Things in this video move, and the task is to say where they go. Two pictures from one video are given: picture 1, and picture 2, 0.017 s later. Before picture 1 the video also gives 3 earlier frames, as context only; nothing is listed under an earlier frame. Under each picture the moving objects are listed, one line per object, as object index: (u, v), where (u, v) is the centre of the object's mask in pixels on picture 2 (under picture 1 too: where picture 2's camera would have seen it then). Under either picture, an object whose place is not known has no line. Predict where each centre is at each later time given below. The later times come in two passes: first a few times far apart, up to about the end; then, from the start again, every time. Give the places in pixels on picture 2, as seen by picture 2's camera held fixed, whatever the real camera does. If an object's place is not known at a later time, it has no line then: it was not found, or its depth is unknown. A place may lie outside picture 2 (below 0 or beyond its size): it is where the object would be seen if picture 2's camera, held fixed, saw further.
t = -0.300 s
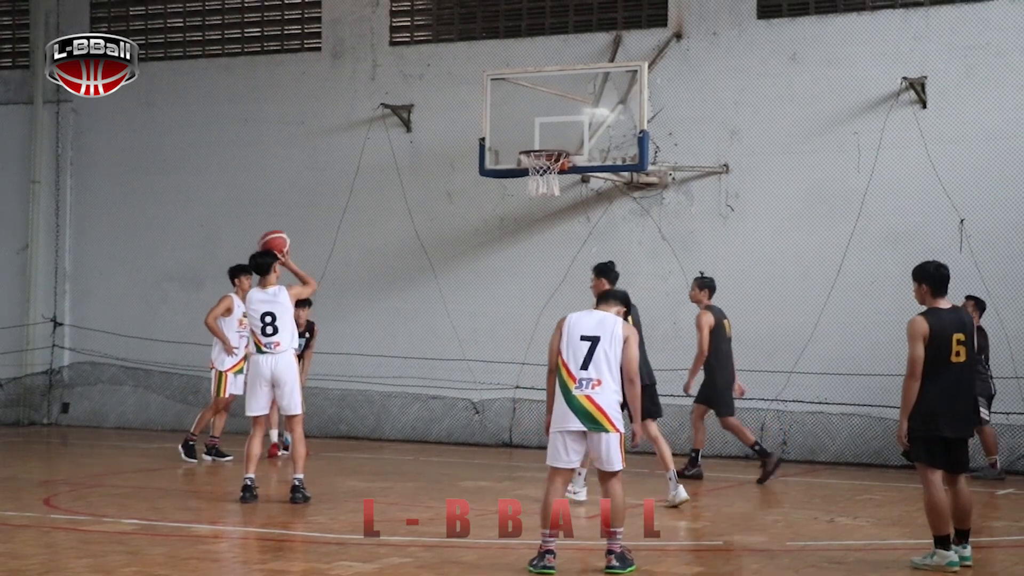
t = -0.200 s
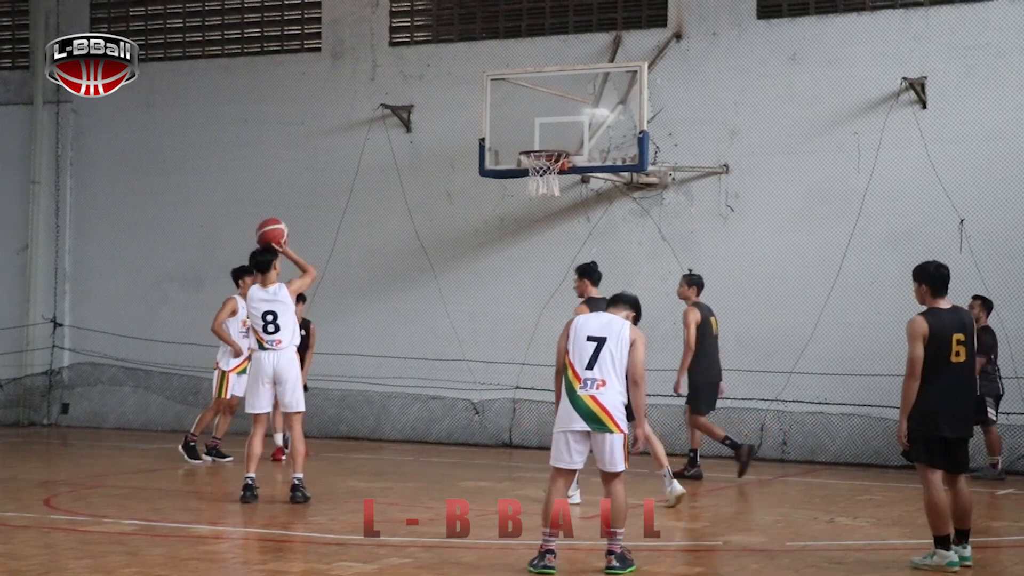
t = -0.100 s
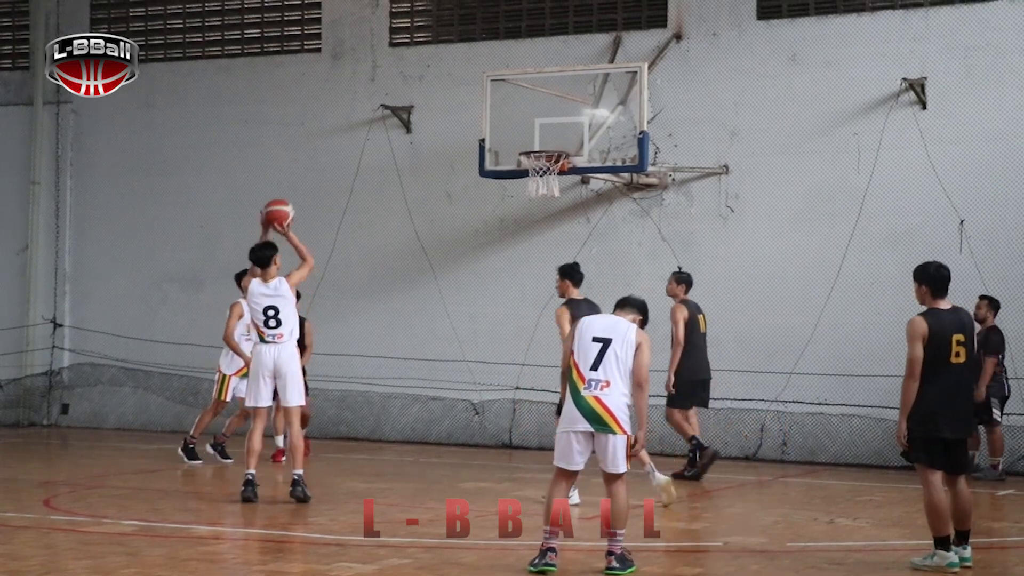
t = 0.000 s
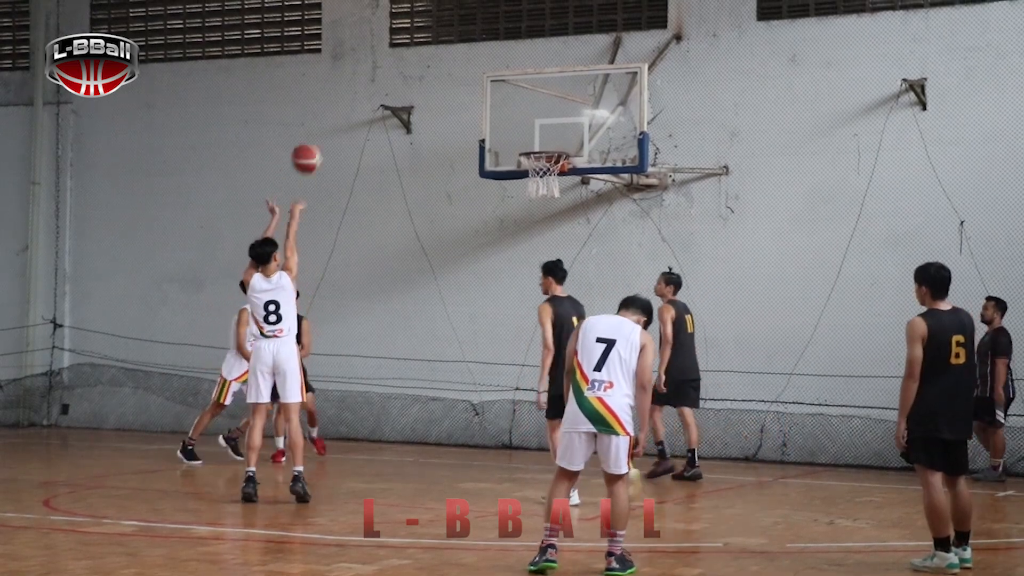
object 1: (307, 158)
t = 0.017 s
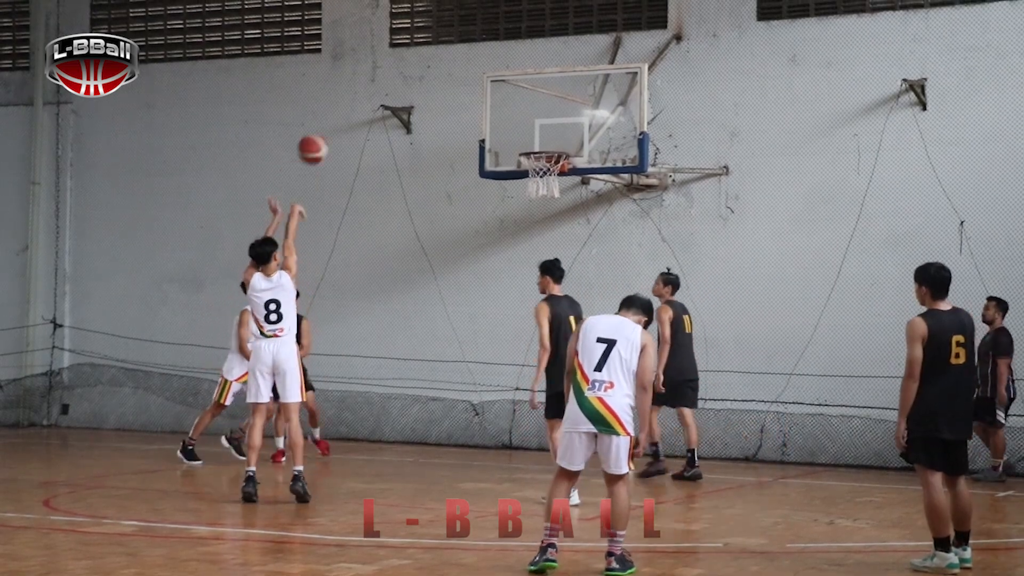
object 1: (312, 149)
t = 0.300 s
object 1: (404, 52)
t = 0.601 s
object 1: (483, 56)
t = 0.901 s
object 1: (549, 145)
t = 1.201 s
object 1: (519, 60)
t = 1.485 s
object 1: (484, 53)
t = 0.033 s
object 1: (319, 140)
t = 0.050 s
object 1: (325, 131)
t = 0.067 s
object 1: (330, 123)
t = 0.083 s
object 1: (336, 116)
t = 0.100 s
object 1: (341, 109)
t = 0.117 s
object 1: (347, 102)
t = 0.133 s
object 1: (352, 96)
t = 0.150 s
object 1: (357, 91)
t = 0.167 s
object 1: (363, 84)
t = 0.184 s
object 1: (369, 79)
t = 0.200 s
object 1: (373, 74)
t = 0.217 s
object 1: (379, 69)
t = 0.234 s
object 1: (384, 66)
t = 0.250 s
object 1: (389, 62)
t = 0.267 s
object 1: (394, 58)
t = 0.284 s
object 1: (399, 55)
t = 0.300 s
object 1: (404, 52)
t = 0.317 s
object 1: (409, 50)
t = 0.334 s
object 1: (413, 48)
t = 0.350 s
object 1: (418, 45)
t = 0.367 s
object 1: (422, 44)
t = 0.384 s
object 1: (427, 43)
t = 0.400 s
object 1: (432, 43)
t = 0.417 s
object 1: (437, 42)
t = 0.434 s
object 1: (441, 41)
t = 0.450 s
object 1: (446, 41)
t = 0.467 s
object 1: (449, 42)
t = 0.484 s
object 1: (454, 43)
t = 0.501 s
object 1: (458, 44)
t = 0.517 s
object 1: (462, 45)
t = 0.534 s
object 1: (467, 46)
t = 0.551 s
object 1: (471, 48)
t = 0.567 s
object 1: (475, 50)
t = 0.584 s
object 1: (479, 53)
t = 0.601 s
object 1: (483, 56)
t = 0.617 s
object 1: (487, 59)
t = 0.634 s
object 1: (491, 62)
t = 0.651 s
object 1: (495, 65)
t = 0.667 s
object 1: (499, 69)
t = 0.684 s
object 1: (503, 73)
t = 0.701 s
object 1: (507, 77)
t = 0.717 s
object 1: (510, 82)
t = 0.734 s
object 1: (514, 87)
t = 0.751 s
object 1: (518, 91)
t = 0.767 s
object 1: (521, 97)
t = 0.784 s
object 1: (525, 102)
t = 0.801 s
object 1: (528, 107)
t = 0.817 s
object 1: (532, 113)
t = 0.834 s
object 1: (535, 120)
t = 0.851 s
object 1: (538, 126)
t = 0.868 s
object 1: (542, 133)
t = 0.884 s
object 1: (546, 140)
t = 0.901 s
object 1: (549, 145)
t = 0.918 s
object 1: (549, 143)
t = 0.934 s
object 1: (547, 137)
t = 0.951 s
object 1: (546, 131)
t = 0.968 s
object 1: (543, 124)
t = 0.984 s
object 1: (541, 118)
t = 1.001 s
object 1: (540, 112)
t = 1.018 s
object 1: (538, 107)
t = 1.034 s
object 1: (537, 101)
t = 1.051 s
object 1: (535, 96)
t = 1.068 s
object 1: (533, 90)
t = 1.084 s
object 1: (531, 86)
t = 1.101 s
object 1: (529, 81)
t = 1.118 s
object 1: (528, 77)
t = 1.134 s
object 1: (526, 73)
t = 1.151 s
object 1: (524, 69)
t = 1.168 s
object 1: (522, 66)
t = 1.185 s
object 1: (521, 62)
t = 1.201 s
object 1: (519, 60)
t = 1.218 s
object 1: (517, 57)
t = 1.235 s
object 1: (515, 55)
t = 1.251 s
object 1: (513, 52)
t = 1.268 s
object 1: (511, 51)
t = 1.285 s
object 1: (509, 49)
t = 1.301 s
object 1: (507, 47)
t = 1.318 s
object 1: (505, 47)
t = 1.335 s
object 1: (502, 46)
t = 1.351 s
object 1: (501, 46)
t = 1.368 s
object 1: (499, 46)
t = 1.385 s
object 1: (497, 46)
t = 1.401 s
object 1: (495, 46)
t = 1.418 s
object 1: (492, 47)
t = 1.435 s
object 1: (490, 48)
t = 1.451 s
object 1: (488, 49)
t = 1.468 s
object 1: (486, 51)
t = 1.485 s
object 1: (484, 53)
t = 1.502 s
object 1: (482, 56)
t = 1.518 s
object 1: (480, 58)
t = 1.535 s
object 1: (478, 61)
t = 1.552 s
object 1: (475, 64)
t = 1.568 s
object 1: (473, 67)
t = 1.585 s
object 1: (471, 71)
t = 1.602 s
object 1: (469, 76)
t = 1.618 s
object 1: (466, 80)
